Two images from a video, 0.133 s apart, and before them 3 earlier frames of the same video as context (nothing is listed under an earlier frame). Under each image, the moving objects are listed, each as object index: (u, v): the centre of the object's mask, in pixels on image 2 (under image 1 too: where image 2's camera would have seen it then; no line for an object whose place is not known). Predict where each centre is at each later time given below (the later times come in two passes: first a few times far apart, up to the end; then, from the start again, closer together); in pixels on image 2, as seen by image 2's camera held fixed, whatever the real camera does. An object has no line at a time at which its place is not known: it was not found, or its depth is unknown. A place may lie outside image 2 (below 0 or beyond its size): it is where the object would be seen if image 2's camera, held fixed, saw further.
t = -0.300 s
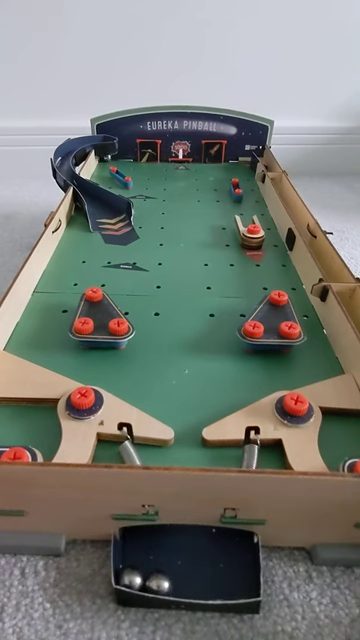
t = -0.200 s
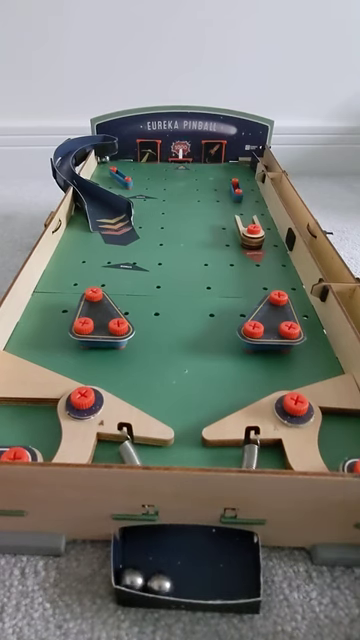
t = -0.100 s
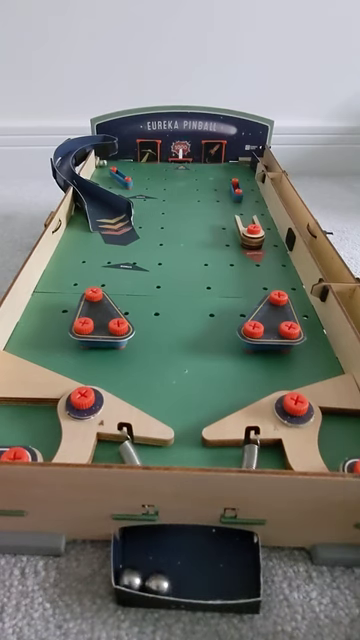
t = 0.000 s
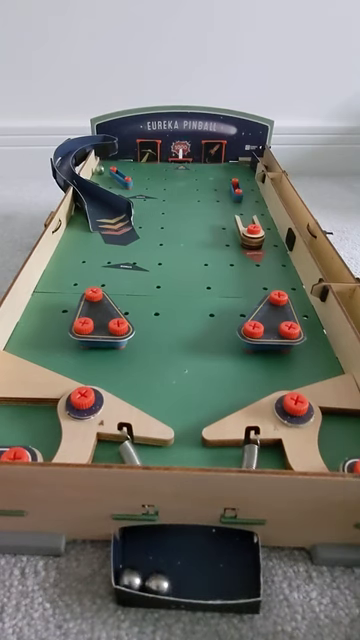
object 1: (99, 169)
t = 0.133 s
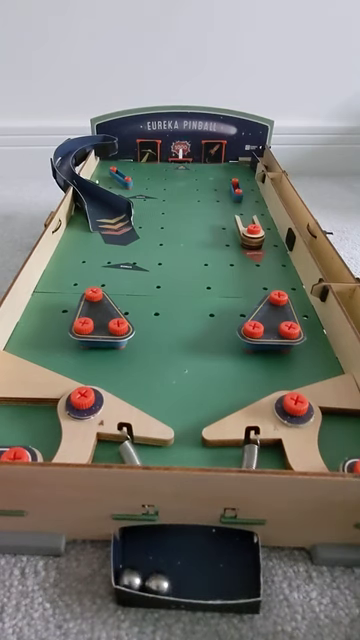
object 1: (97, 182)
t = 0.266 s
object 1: (115, 191)
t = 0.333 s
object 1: (131, 197)
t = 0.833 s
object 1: (241, 285)
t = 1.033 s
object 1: (188, 274)
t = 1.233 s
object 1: (141, 291)
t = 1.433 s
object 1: (151, 315)
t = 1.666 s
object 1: (239, 359)
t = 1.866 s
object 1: (298, 379)
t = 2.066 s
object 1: (318, 372)
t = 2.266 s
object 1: (322, 372)
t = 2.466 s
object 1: (309, 376)
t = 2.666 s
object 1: (280, 383)
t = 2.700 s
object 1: (274, 385)
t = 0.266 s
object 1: (115, 191)
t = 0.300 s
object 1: (124, 194)
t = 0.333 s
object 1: (131, 197)
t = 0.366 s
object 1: (138, 201)
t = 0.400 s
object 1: (146, 206)
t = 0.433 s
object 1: (154, 211)
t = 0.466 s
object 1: (161, 215)
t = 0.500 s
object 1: (169, 220)
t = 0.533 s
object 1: (180, 227)
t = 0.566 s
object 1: (190, 233)
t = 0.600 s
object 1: (201, 241)
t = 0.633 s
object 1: (211, 250)
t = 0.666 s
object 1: (222, 260)
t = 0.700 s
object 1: (235, 271)
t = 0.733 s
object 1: (248, 285)
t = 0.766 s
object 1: (260, 296)
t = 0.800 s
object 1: (255, 289)
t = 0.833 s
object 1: (241, 285)
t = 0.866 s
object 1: (231, 281)
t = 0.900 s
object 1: (222, 279)
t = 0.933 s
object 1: (214, 277)
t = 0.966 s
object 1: (206, 275)
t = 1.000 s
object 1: (197, 274)
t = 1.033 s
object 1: (188, 274)
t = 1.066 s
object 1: (180, 275)
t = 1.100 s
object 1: (172, 277)
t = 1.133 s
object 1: (163, 280)
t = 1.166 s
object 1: (156, 282)
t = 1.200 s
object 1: (149, 286)
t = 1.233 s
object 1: (141, 291)
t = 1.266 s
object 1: (132, 297)
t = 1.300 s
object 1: (123, 302)
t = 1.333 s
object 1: (120, 307)
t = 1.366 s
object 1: (129, 310)
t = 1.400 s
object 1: (140, 313)
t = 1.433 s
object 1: (151, 315)
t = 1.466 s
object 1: (162, 318)
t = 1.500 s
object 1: (174, 323)
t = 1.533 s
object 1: (186, 328)
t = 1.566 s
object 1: (199, 335)
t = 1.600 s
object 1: (211, 341)
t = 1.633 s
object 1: (225, 349)
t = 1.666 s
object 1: (239, 359)
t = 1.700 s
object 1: (254, 370)
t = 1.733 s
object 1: (272, 383)
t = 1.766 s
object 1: (278, 381)
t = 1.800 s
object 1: (285, 380)
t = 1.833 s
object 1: (291, 379)
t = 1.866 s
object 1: (298, 379)
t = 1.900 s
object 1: (303, 377)
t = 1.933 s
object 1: (307, 376)
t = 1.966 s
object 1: (310, 375)
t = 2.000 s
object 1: (313, 374)
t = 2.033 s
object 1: (316, 373)
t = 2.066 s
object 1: (318, 372)
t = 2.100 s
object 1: (320, 372)
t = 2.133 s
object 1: (322, 372)
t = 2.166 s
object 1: (322, 372)
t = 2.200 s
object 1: (322, 372)
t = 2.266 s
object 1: (322, 372)
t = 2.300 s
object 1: (321, 372)
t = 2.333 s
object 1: (319, 372)
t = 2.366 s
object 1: (317, 373)
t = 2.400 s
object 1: (315, 374)
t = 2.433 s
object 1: (312, 374)
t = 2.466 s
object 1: (309, 376)
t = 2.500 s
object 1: (305, 377)
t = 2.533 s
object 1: (301, 378)
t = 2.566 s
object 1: (297, 379)
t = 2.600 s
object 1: (292, 380)
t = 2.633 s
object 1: (286, 381)
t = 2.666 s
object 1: (280, 383)
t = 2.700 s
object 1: (274, 385)
